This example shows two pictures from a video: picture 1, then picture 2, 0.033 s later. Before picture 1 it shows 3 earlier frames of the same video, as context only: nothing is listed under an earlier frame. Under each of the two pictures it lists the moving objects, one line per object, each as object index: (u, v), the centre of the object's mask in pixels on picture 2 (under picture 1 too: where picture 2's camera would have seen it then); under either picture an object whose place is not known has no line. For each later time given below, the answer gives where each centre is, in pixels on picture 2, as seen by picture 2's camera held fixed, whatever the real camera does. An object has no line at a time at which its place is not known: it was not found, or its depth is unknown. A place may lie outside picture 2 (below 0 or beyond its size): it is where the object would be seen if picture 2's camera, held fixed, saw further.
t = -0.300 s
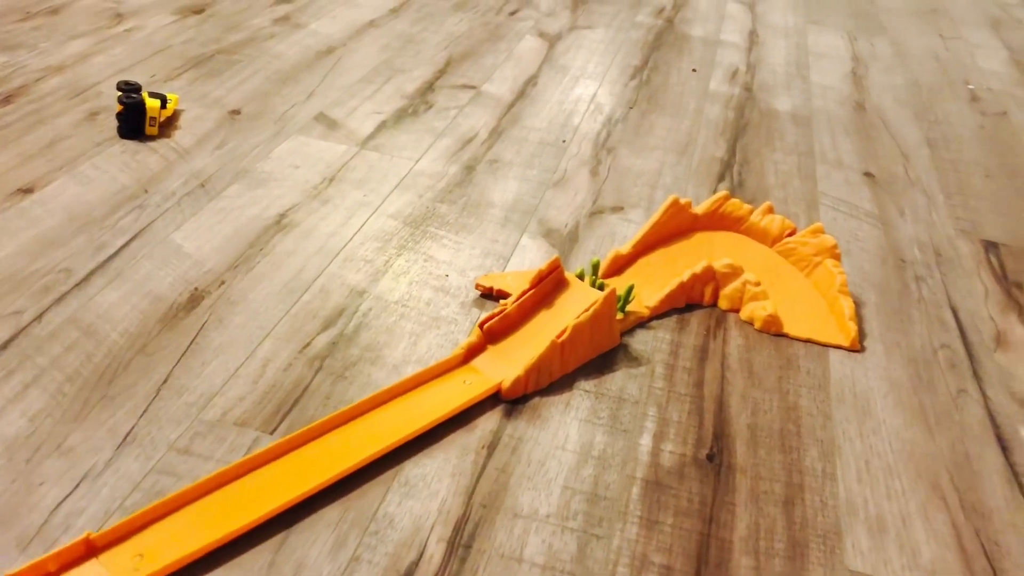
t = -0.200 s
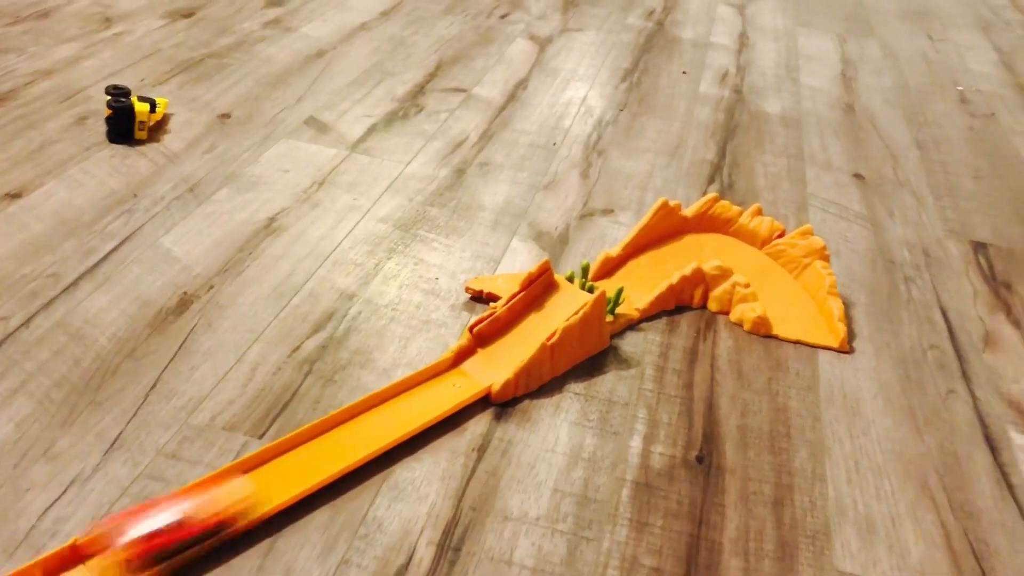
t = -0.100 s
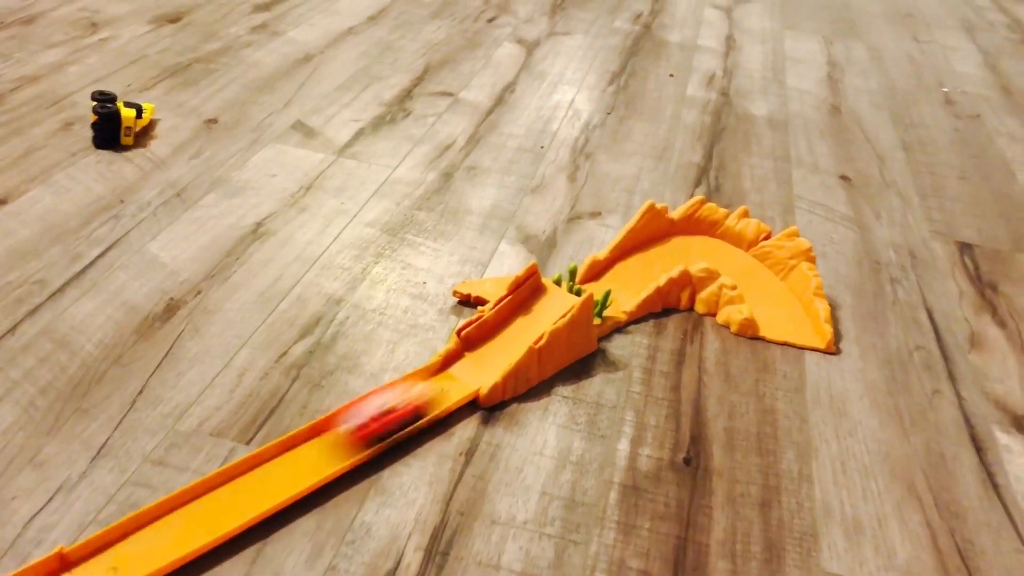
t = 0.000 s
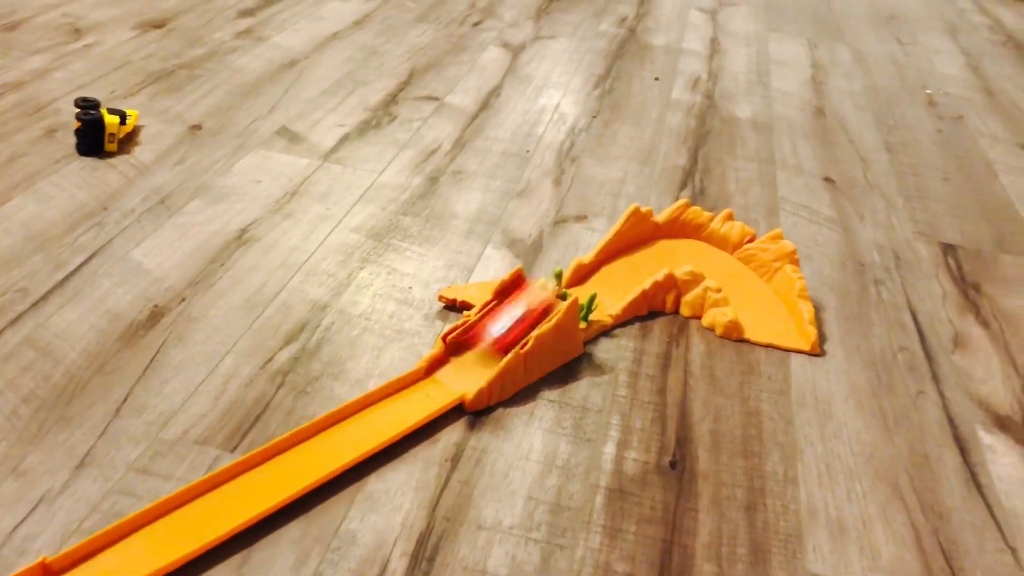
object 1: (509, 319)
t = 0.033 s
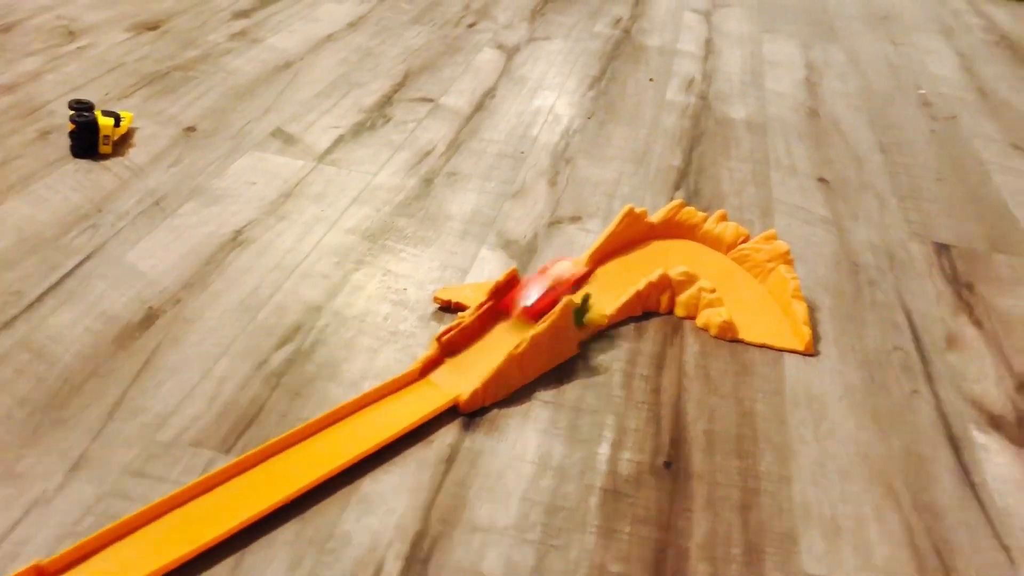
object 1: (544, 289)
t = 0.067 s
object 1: (578, 269)
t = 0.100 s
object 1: (609, 258)
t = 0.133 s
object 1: (632, 259)
